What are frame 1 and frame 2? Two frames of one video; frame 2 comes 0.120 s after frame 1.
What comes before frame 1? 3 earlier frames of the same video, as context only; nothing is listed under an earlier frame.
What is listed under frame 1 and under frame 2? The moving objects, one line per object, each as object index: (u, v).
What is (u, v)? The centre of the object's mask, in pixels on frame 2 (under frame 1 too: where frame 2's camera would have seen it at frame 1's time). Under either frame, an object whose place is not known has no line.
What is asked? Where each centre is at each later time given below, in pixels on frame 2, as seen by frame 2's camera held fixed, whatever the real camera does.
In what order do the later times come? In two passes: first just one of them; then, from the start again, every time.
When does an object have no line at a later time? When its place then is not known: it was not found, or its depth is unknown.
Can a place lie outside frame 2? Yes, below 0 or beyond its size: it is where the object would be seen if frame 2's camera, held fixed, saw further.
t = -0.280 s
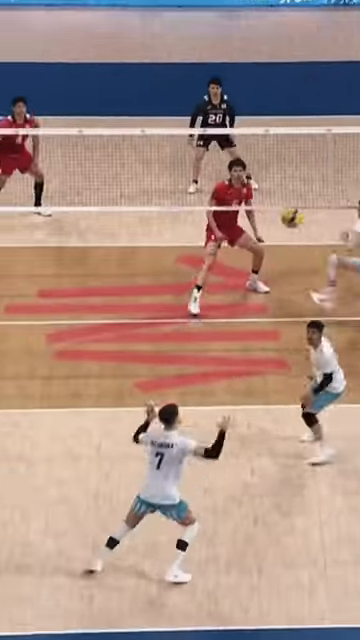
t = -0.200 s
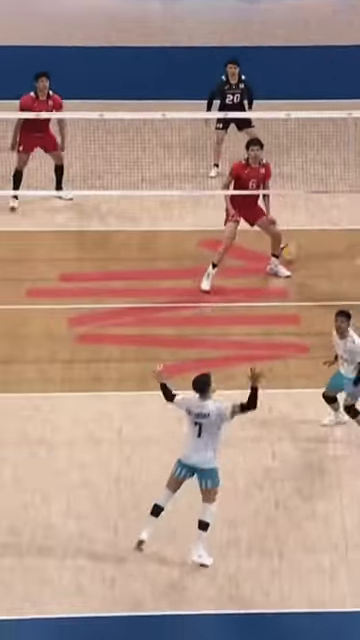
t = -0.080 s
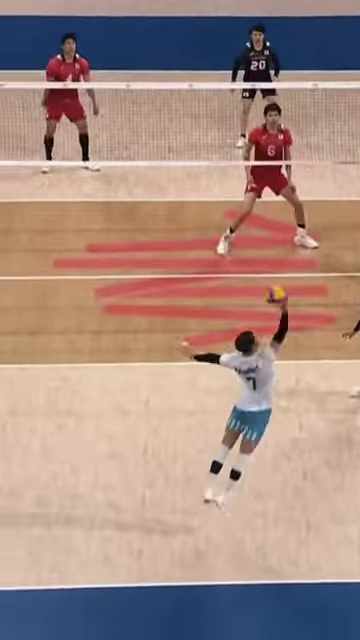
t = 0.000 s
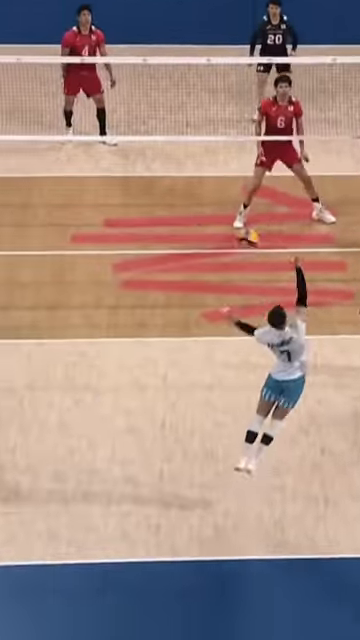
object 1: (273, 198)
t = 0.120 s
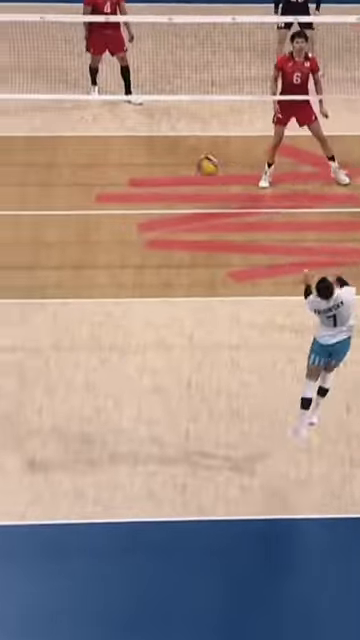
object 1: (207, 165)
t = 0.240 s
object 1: (142, 143)
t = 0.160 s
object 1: (187, 158)
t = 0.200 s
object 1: (164, 150)
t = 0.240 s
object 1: (142, 143)
